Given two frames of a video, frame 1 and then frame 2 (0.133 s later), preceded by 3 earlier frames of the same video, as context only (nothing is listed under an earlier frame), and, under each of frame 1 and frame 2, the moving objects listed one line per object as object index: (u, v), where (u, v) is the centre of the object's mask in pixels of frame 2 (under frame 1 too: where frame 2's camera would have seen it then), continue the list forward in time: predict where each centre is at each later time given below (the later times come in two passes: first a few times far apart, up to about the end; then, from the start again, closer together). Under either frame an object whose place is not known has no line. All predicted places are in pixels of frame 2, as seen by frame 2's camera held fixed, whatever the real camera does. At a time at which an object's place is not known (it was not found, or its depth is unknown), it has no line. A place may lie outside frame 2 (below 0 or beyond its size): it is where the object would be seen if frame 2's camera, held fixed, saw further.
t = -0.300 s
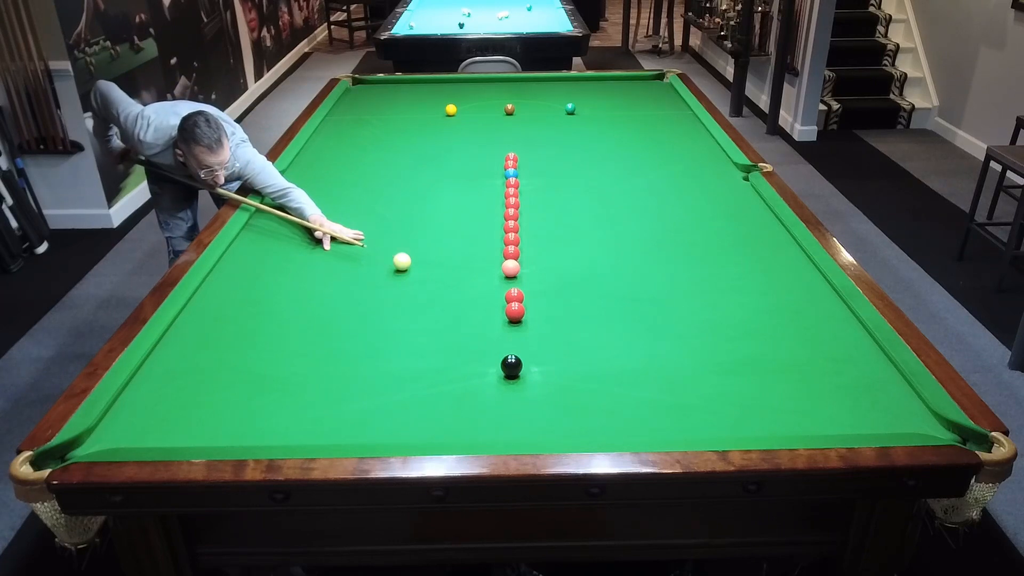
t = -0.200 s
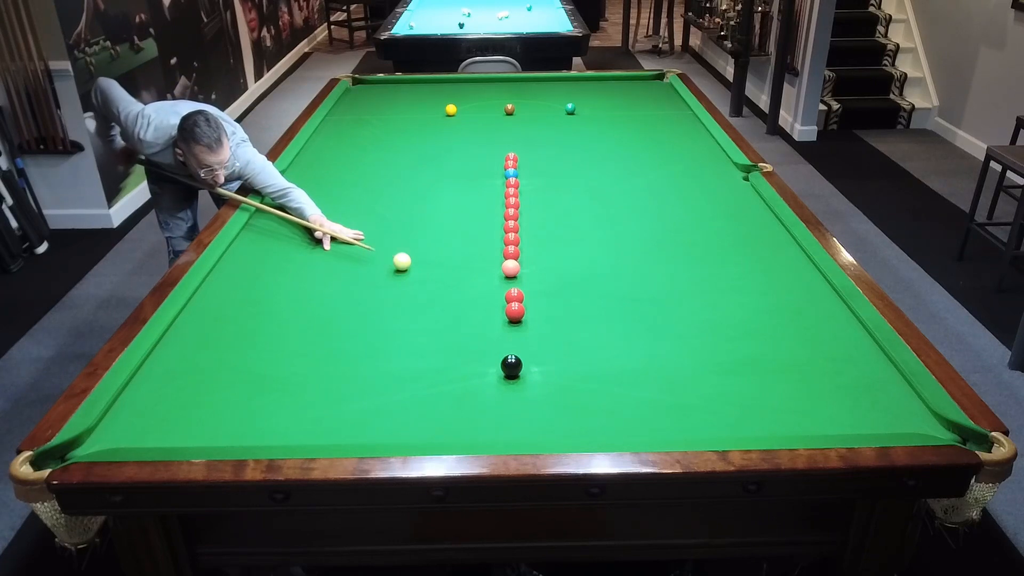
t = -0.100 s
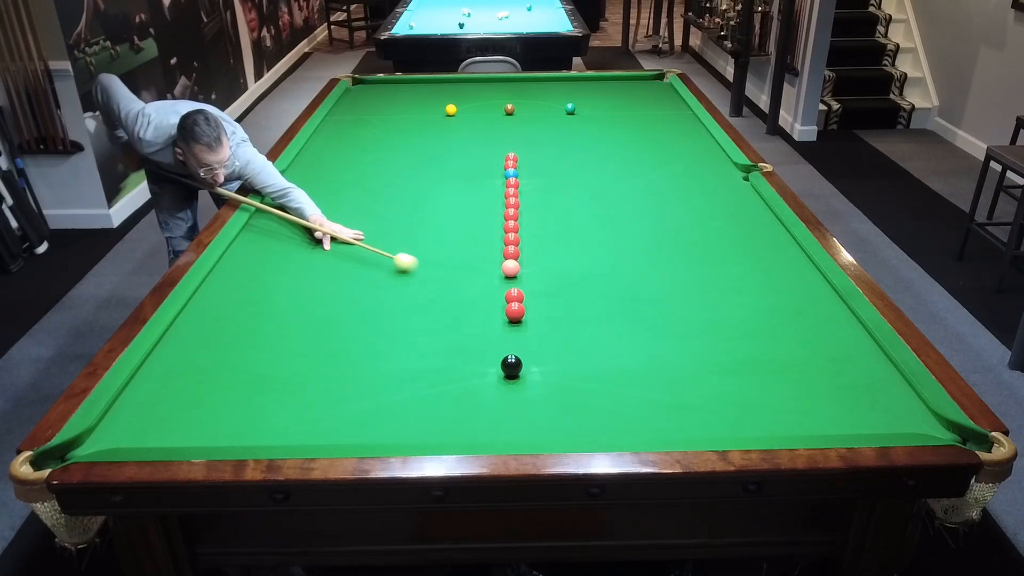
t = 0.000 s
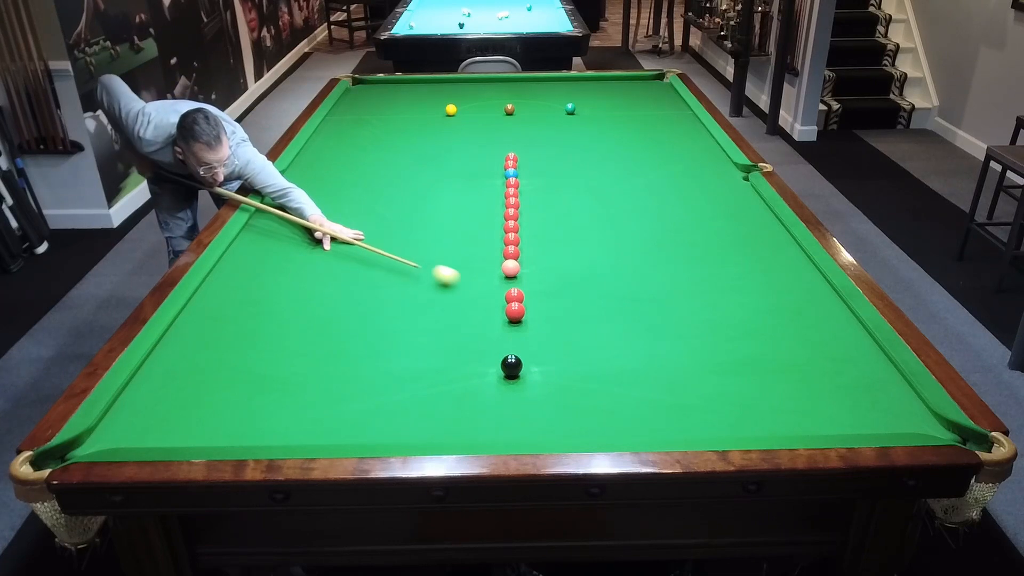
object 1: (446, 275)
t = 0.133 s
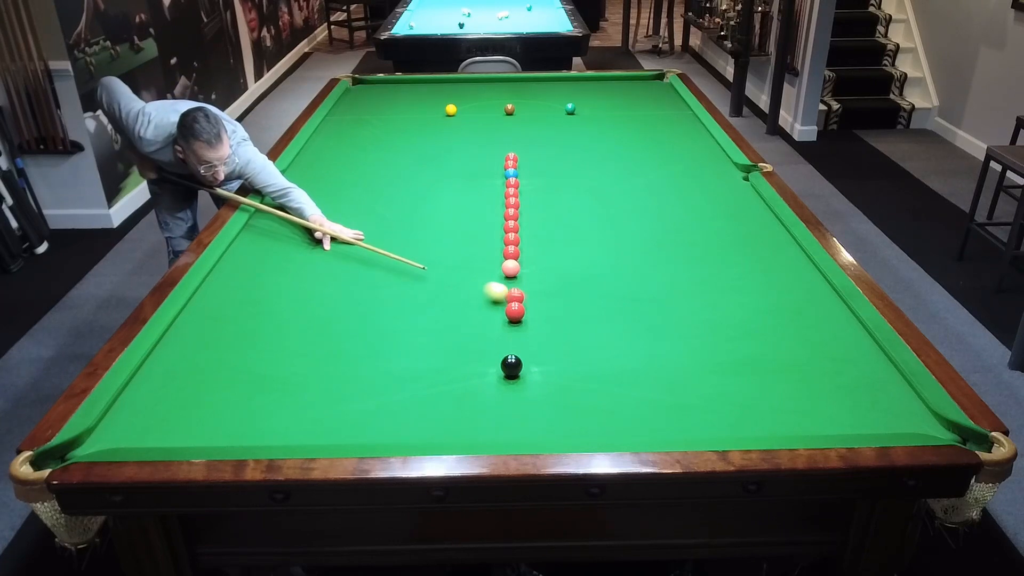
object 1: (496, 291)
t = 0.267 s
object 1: (504, 295)
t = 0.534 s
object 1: (529, 304)
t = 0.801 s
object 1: (550, 313)
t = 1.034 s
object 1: (569, 320)
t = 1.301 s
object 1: (588, 328)
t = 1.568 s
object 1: (606, 334)
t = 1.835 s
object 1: (622, 340)
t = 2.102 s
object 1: (636, 345)
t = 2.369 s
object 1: (647, 349)
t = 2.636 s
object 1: (656, 351)
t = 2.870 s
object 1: (661, 353)
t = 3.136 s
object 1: (664, 354)
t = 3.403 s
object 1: (664, 354)
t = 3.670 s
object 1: (664, 354)
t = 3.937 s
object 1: (664, 354)
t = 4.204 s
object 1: (664, 354)
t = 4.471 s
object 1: (664, 353)
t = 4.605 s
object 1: (664, 354)
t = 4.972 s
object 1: (664, 354)
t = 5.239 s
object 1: (664, 354)
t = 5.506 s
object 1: (664, 354)
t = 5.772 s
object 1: (664, 354)
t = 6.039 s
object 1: (664, 354)
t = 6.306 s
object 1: (664, 354)
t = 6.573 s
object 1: (664, 354)
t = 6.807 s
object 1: (664, 354)
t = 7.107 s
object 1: (664, 354)
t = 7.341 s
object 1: (664, 354)
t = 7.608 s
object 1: (664, 354)
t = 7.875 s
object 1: (664, 354)
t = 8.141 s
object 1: (664, 354)
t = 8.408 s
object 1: (664, 354)
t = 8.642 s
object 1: (664, 354)
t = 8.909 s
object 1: (664, 354)
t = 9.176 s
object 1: (664, 354)
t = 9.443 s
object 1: (664, 354)
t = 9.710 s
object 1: (664, 354)
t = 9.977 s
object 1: (664, 354)
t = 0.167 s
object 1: (499, 293)
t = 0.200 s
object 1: (500, 294)
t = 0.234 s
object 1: (502, 294)
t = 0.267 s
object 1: (504, 295)
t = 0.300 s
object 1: (507, 296)
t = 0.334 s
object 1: (510, 296)
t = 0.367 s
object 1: (513, 296)
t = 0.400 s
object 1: (516, 297)
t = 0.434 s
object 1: (520, 298)
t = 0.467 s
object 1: (523, 300)
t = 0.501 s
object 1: (526, 302)
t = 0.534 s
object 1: (529, 304)
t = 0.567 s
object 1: (531, 305)
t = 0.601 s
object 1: (534, 307)
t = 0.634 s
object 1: (536, 308)
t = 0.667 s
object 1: (539, 309)
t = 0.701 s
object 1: (542, 310)
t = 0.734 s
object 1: (545, 311)
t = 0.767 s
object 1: (548, 312)
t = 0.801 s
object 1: (550, 313)
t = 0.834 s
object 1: (553, 314)
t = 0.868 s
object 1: (556, 315)
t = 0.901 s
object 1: (559, 316)
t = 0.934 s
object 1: (561, 317)
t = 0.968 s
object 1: (564, 318)
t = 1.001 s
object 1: (566, 319)
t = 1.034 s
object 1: (569, 320)
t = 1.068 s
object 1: (571, 321)
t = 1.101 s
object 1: (574, 322)
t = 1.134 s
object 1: (576, 323)
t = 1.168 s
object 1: (579, 324)
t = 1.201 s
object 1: (581, 325)
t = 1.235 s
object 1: (584, 326)
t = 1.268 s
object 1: (586, 327)
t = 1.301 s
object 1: (588, 328)
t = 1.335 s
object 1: (591, 329)
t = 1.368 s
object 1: (593, 329)
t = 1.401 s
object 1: (595, 330)
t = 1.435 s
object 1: (598, 331)
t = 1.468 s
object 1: (600, 332)
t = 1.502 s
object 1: (602, 333)
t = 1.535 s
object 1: (604, 334)
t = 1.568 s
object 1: (606, 334)
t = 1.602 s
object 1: (608, 335)
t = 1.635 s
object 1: (610, 336)
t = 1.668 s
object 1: (612, 337)
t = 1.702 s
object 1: (614, 337)
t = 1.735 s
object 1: (616, 338)
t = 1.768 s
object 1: (618, 339)
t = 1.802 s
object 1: (620, 339)
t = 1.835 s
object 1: (622, 340)
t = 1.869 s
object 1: (624, 341)
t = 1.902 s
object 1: (626, 341)
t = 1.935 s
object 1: (627, 342)
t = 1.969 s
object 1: (629, 343)
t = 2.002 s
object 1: (631, 343)
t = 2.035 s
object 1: (633, 344)
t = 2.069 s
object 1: (634, 344)
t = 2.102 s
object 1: (636, 345)
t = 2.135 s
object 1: (637, 345)
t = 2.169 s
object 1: (639, 346)
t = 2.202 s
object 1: (640, 346)
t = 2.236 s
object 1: (642, 347)
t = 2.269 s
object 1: (643, 347)
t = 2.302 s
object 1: (644, 348)
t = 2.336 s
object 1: (646, 348)
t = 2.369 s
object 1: (647, 349)
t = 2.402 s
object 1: (648, 349)
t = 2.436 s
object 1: (649, 349)
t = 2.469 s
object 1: (651, 350)
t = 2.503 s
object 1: (652, 350)
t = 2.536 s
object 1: (653, 350)
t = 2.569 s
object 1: (654, 351)
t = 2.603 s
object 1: (655, 351)
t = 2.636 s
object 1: (656, 351)
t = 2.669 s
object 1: (656, 352)
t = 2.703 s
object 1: (657, 352)
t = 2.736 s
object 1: (658, 352)
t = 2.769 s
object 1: (659, 352)
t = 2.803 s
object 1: (659, 353)
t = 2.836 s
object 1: (660, 353)
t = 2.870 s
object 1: (661, 353)
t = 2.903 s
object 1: (661, 353)
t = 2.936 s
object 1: (662, 353)
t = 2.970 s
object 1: (662, 353)
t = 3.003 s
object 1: (663, 353)
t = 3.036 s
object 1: (663, 354)
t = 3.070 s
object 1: (663, 354)
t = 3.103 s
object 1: (663, 354)
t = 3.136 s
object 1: (664, 354)
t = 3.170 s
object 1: (664, 354)
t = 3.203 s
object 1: (664, 354)
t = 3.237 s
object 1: (664, 354)
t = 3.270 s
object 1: (664, 354)
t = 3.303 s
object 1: (664, 354)
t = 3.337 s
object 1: (664, 354)
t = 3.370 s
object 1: (664, 354)
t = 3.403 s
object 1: (664, 354)
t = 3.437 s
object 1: (664, 354)
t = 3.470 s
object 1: (664, 354)
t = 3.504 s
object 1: (664, 354)
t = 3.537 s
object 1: (664, 354)
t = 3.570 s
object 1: (664, 354)
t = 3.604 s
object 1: (664, 354)
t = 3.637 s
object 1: (664, 354)
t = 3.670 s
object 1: (664, 354)
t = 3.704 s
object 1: (664, 354)
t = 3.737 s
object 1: (664, 354)
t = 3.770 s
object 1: (664, 354)
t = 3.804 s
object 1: (664, 354)
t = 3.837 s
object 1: (664, 354)
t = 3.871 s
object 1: (664, 354)
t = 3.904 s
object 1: (664, 354)
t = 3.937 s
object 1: (664, 354)
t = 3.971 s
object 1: (664, 354)
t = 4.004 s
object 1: (664, 354)
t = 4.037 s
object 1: (664, 354)
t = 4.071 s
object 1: (664, 354)
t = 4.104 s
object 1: (664, 354)
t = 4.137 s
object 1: (664, 354)
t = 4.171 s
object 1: (664, 353)
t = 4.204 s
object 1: (664, 354)
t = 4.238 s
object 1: (664, 354)
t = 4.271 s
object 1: (664, 353)
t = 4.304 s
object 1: (664, 353)
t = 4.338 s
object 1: (664, 353)
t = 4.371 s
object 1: (664, 353)
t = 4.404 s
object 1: (664, 353)
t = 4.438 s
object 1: (664, 353)
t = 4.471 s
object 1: (664, 353)
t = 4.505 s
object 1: (664, 353)
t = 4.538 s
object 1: (664, 354)
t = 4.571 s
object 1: (664, 354)
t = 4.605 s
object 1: (664, 354)
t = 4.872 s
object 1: (661, 352)
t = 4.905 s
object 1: (663, 354)
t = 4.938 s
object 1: (664, 354)
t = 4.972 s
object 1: (664, 354)
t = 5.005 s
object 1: (664, 354)
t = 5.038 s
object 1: (664, 354)
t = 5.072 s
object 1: (664, 354)
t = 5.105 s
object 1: (664, 354)
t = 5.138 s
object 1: (664, 354)
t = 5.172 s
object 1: (664, 354)
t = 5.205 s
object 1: (664, 354)
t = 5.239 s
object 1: (664, 354)
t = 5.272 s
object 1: (664, 354)
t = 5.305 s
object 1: (664, 354)
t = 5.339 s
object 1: (664, 354)
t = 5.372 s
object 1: (664, 354)
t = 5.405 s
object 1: (664, 354)
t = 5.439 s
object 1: (664, 354)
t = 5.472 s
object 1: (664, 354)
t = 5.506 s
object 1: (664, 354)
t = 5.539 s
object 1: (664, 354)
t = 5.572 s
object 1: (664, 354)
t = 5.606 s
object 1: (664, 354)
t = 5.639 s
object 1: (664, 354)
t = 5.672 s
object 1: (664, 354)
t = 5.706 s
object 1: (664, 354)
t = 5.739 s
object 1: (664, 354)
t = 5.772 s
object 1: (664, 354)
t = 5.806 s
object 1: (664, 354)
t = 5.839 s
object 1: (664, 354)
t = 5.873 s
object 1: (664, 354)
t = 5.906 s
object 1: (664, 354)
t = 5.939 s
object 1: (664, 354)
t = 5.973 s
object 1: (664, 354)
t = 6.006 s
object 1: (664, 354)
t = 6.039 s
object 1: (664, 354)
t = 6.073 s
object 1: (664, 354)
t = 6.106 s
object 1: (664, 354)
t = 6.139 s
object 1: (664, 354)
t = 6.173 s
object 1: (664, 354)
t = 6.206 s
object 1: (664, 354)
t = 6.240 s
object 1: (664, 354)
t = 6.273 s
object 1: (664, 354)
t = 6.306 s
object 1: (664, 354)
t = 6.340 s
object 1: (664, 354)
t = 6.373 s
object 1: (664, 354)
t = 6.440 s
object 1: (664, 354)
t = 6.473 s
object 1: (664, 354)
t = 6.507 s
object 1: (664, 354)
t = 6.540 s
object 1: (664, 354)
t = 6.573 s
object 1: (664, 354)
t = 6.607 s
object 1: (664, 354)
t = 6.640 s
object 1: (664, 354)
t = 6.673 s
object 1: (664, 354)
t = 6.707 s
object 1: (664, 354)
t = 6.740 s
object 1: (664, 354)
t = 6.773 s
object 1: (664, 354)
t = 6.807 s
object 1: (664, 354)
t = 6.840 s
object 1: (664, 354)
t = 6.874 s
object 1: (664, 354)
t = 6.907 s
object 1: (664, 354)
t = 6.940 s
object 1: (664, 354)
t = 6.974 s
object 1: (664, 354)
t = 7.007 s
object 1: (664, 354)
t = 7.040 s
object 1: (664, 354)
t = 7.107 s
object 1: (664, 354)
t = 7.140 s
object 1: (664, 354)
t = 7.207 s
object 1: (664, 354)
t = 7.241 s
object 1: (664, 354)
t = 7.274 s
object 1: (664, 354)
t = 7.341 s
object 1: (664, 354)
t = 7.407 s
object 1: (664, 354)
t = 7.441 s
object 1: (664, 354)
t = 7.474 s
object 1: (664, 354)
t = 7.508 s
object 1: (664, 354)
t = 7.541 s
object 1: (664, 354)
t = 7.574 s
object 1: (664, 354)
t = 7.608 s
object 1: (664, 354)
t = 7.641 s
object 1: (664, 354)
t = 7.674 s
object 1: (664, 354)
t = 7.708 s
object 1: (664, 354)
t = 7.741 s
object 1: (664, 354)
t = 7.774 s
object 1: (664, 354)
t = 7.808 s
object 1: (664, 354)
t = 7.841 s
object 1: (664, 354)
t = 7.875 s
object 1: (664, 354)
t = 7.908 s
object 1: (664, 354)
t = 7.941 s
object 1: (664, 354)
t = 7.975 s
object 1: (664, 354)
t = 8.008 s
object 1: (664, 354)
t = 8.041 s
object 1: (664, 354)
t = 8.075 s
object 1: (664, 354)
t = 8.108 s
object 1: (664, 354)
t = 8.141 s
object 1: (664, 354)
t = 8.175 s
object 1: (664, 354)
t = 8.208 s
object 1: (664, 354)
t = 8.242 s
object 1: (664, 354)
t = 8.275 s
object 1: (664, 354)
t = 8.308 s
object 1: (664, 354)
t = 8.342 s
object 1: (664, 354)
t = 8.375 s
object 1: (664, 354)
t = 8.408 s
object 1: (664, 354)
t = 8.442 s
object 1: (664, 354)
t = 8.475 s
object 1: (664, 354)
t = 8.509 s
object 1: (664, 354)
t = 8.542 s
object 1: (664, 354)
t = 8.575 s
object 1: (664, 354)
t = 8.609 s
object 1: (664, 354)
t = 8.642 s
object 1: (664, 354)
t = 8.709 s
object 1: (664, 354)
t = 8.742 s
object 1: (664, 354)
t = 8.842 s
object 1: (664, 354)
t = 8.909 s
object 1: (664, 354)
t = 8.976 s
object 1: (664, 354)
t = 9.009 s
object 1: (664, 354)
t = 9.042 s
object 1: (664, 354)
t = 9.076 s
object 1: (664, 354)
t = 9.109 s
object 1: (664, 354)
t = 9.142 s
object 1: (664, 354)
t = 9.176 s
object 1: (664, 354)
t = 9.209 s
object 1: (664, 354)
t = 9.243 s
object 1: (664, 354)
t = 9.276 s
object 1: (664, 354)
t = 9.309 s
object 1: (664, 354)
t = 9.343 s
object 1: (664, 354)
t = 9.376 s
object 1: (664, 354)
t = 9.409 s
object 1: (664, 354)
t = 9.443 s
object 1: (664, 354)
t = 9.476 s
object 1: (664, 354)
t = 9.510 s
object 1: (664, 354)
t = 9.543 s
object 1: (664, 354)
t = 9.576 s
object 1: (664, 354)
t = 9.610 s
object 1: (664, 354)
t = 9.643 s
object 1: (664, 354)
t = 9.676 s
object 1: (664, 354)
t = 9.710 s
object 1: (664, 354)
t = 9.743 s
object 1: (664, 354)
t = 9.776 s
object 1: (664, 354)
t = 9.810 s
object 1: (664, 354)
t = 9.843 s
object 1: (664, 354)
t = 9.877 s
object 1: (664, 354)
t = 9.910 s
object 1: (664, 354)
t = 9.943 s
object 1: (664, 354)
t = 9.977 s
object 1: (664, 354)
